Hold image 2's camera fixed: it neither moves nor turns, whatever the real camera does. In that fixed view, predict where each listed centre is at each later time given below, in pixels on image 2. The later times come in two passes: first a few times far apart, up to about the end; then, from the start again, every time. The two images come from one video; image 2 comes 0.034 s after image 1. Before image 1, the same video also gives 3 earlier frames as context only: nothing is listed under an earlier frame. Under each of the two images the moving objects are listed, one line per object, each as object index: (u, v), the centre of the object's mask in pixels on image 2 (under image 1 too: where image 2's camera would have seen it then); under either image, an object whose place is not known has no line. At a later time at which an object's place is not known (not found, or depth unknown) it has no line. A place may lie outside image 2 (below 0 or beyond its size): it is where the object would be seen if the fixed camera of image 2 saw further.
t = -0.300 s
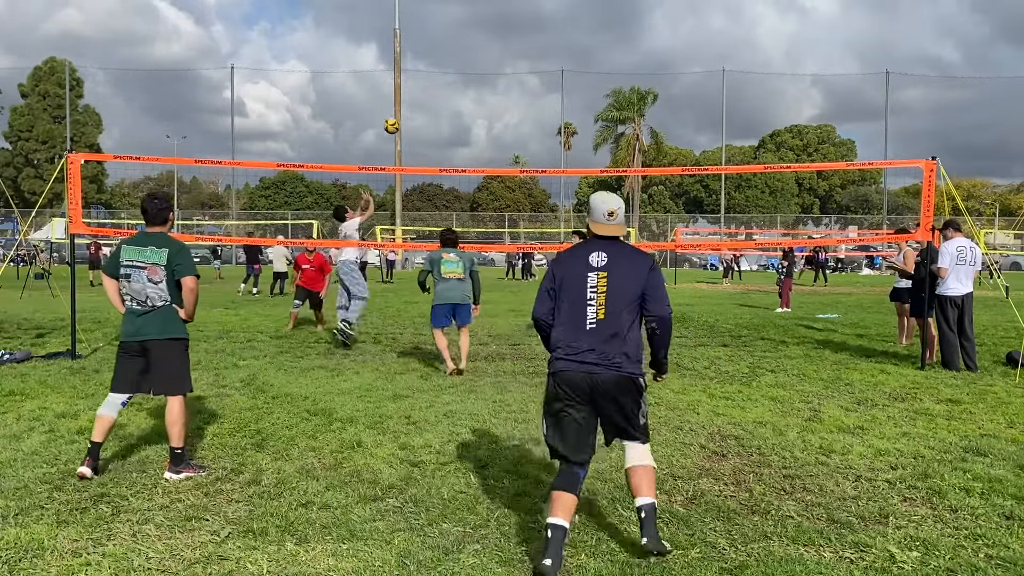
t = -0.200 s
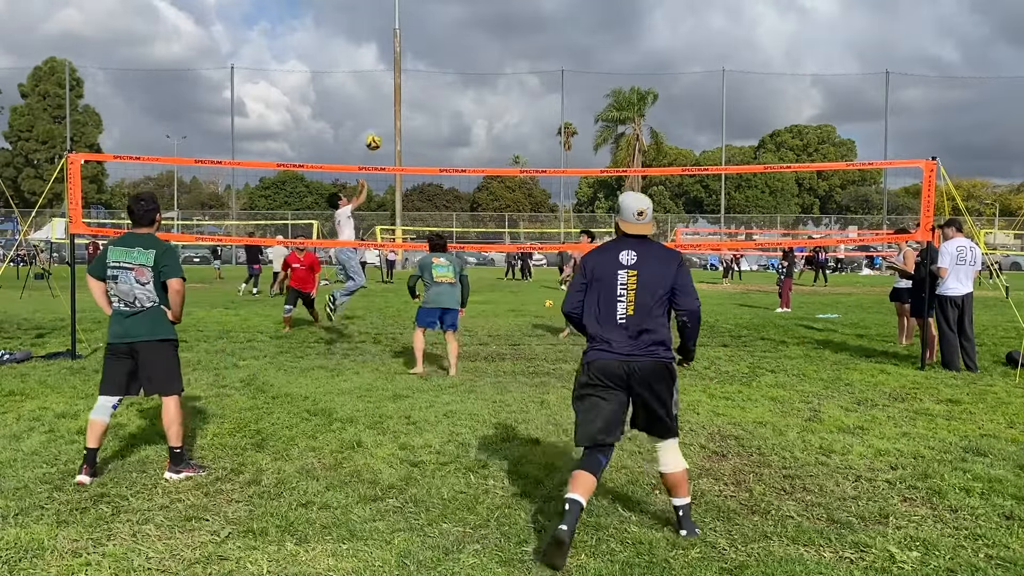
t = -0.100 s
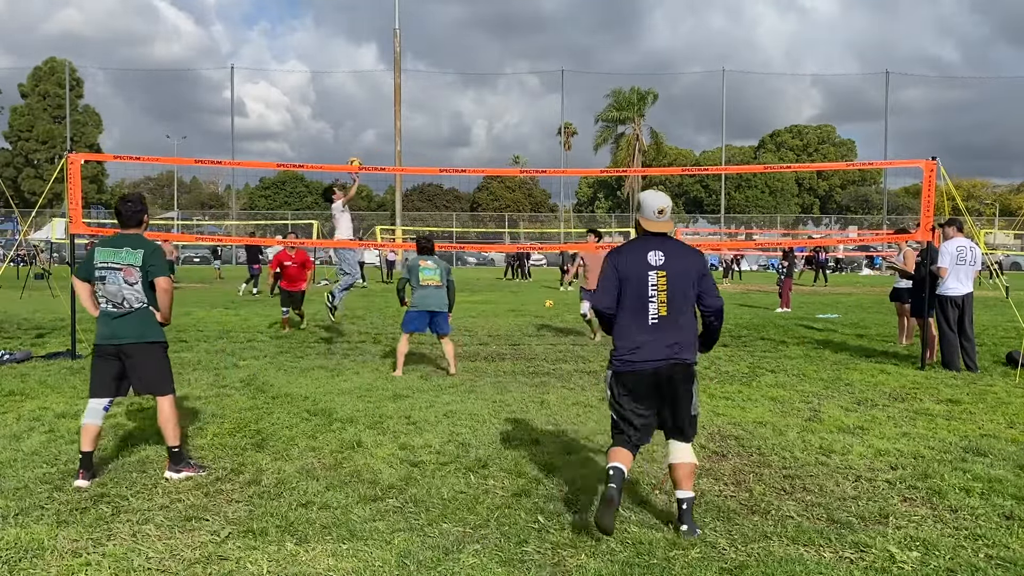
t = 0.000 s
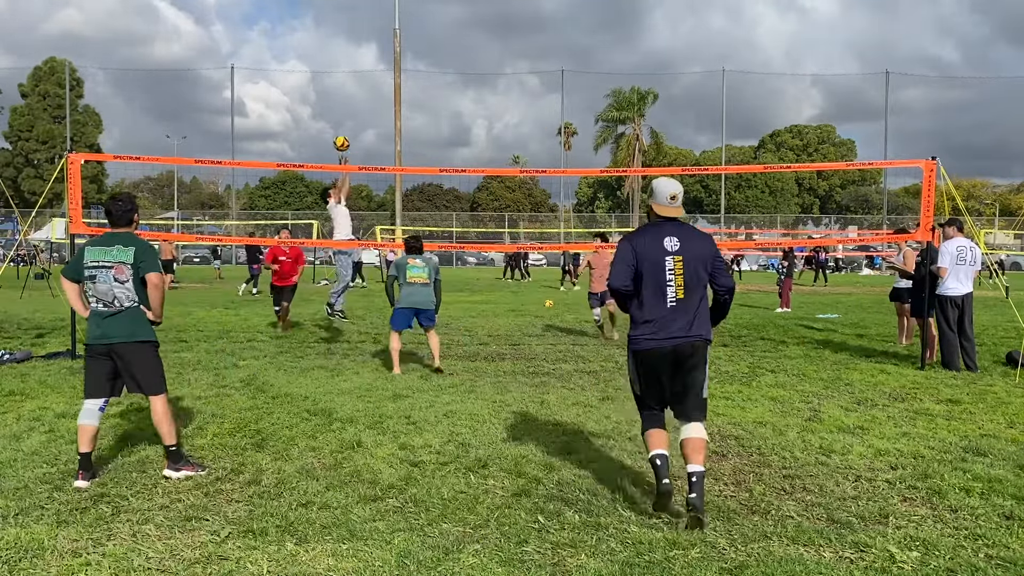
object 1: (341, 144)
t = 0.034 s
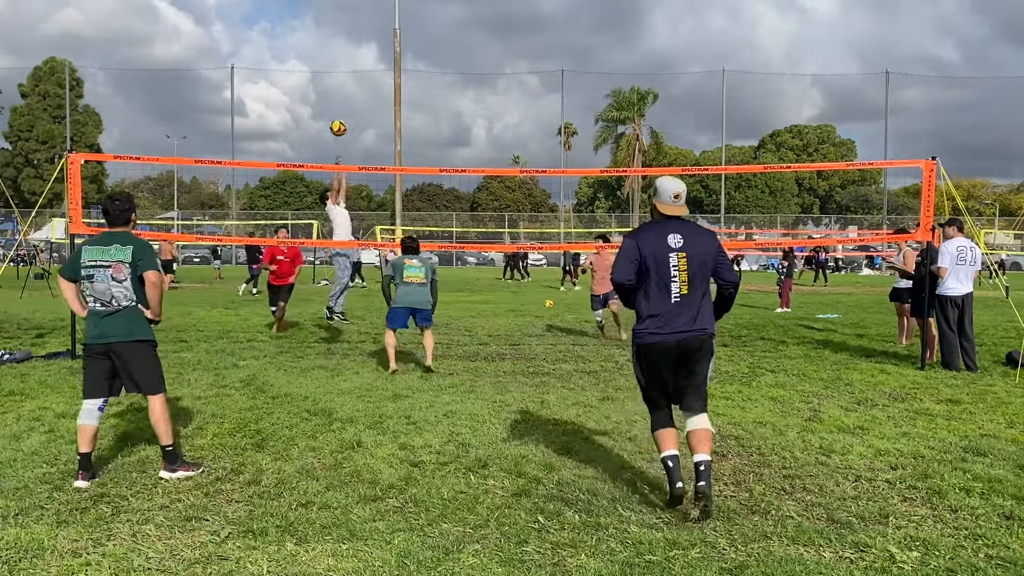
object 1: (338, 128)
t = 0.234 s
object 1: (318, 53)
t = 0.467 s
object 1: (296, 5)
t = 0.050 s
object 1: (336, 121)
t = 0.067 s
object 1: (334, 113)
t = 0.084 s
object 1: (333, 107)
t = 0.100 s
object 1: (331, 100)
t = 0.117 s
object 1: (330, 93)
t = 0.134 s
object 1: (328, 87)
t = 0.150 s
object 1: (326, 81)
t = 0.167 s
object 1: (325, 75)
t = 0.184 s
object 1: (323, 69)
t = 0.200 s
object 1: (321, 63)
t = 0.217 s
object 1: (320, 58)
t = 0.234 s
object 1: (318, 53)
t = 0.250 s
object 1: (316, 48)
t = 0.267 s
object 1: (315, 43)
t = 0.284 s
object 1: (313, 38)
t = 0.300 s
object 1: (312, 34)
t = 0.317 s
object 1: (310, 30)
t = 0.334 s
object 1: (309, 26)
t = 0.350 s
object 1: (307, 22)
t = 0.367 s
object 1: (305, 19)
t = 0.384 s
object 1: (304, 16)
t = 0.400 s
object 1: (302, 13)
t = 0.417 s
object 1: (300, 10)
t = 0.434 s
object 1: (299, 8)
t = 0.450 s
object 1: (297, 6)
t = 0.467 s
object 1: (296, 5)
